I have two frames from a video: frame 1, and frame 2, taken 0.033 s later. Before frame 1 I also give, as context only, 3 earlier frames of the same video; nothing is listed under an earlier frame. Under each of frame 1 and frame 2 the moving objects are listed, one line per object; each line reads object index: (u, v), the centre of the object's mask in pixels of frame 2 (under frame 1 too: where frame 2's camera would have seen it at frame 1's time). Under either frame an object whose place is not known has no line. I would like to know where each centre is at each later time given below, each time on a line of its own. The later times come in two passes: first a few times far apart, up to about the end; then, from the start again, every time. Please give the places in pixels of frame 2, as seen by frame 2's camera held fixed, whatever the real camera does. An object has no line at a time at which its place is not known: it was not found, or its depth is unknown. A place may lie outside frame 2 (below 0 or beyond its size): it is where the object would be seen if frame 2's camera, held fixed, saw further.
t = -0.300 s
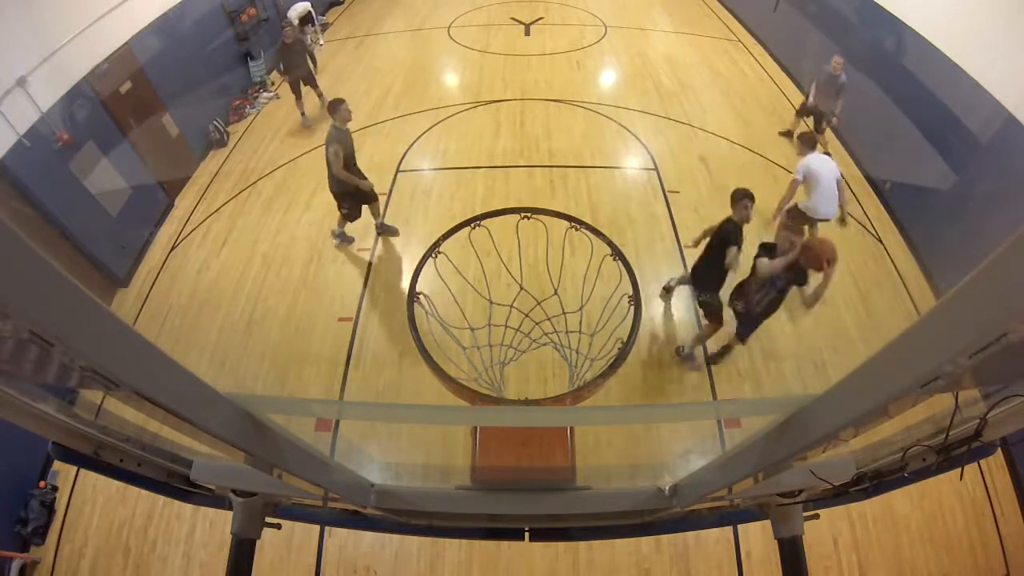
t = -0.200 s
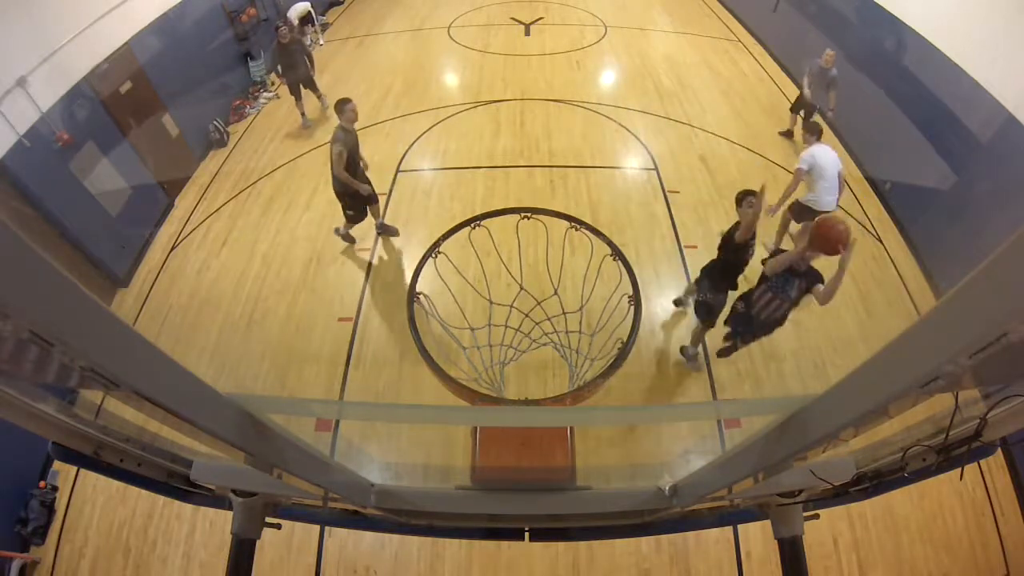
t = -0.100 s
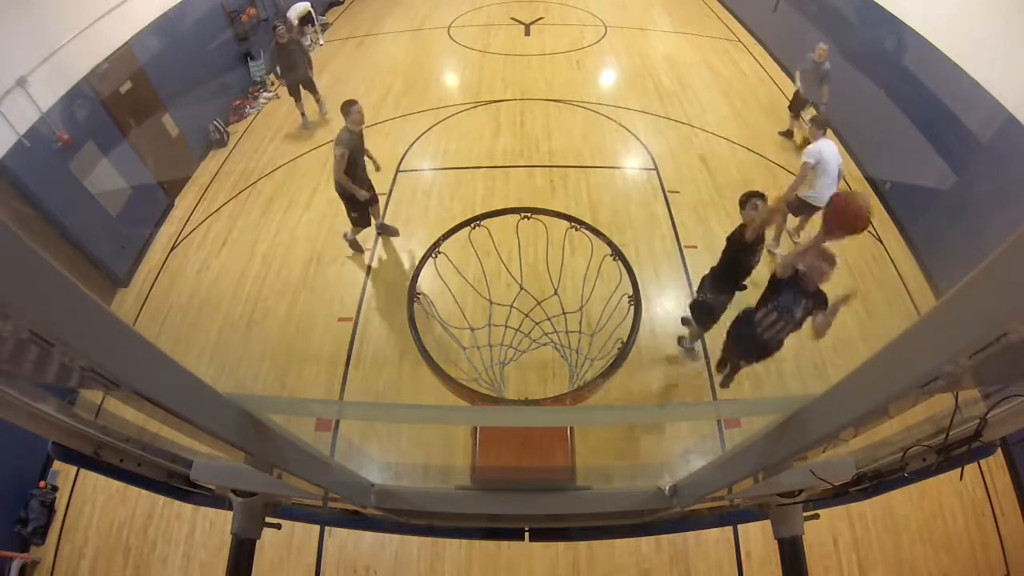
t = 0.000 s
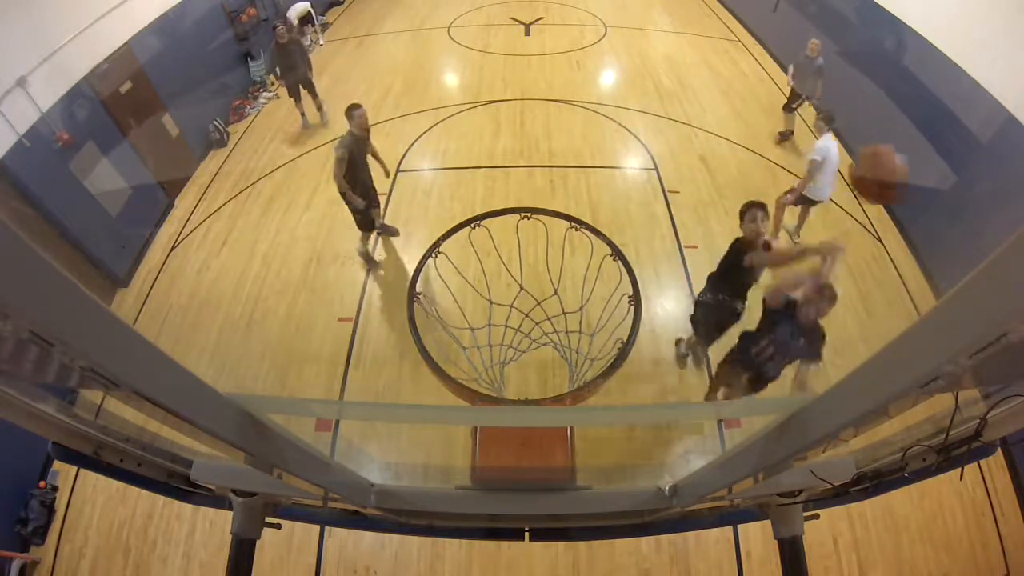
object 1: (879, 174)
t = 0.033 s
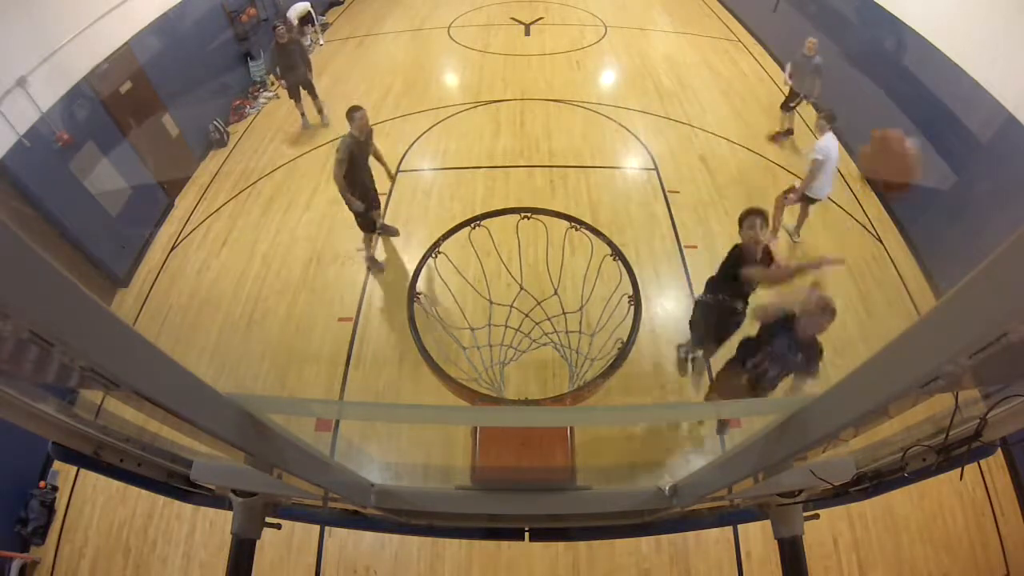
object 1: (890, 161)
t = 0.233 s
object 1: (944, 106)
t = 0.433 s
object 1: (921, 200)
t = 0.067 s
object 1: (898, 148)
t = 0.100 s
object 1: (908, 140)
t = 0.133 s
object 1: (920, 128)
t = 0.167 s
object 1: (929, 118)
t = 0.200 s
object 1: (937, 111)
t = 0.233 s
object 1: (944, 106)
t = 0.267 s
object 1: (952, 104)
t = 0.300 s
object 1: (957, 106)
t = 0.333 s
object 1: (956, 115)
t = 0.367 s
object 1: (951, 133)
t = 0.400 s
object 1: (942, 163)
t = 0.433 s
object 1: (921, 200)
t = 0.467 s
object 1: (880, 249)
